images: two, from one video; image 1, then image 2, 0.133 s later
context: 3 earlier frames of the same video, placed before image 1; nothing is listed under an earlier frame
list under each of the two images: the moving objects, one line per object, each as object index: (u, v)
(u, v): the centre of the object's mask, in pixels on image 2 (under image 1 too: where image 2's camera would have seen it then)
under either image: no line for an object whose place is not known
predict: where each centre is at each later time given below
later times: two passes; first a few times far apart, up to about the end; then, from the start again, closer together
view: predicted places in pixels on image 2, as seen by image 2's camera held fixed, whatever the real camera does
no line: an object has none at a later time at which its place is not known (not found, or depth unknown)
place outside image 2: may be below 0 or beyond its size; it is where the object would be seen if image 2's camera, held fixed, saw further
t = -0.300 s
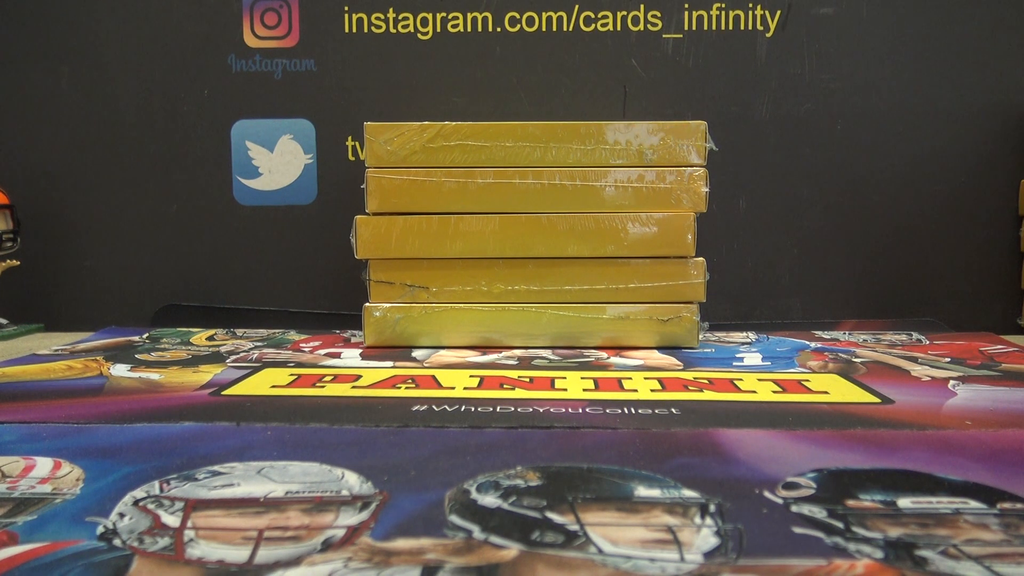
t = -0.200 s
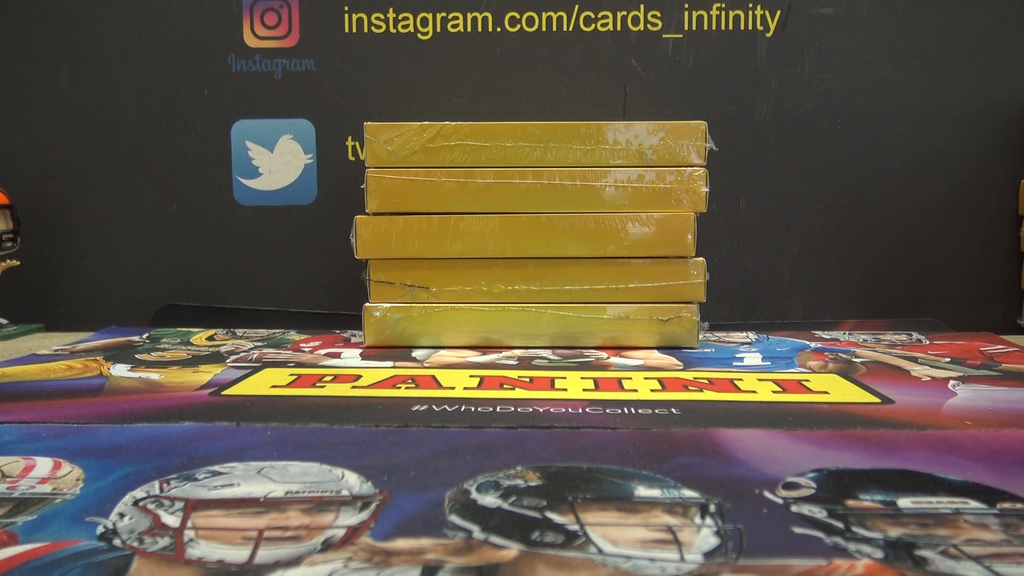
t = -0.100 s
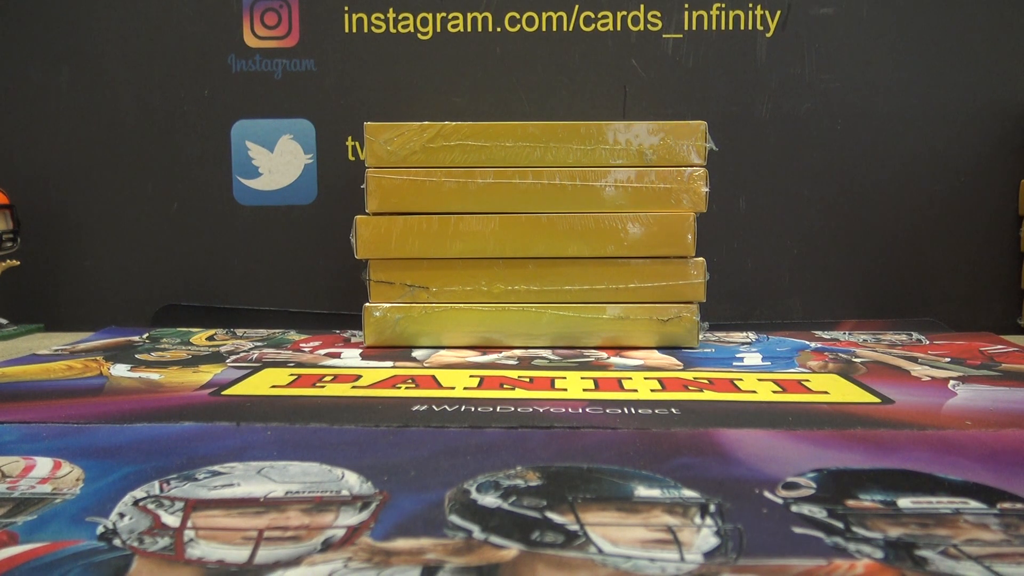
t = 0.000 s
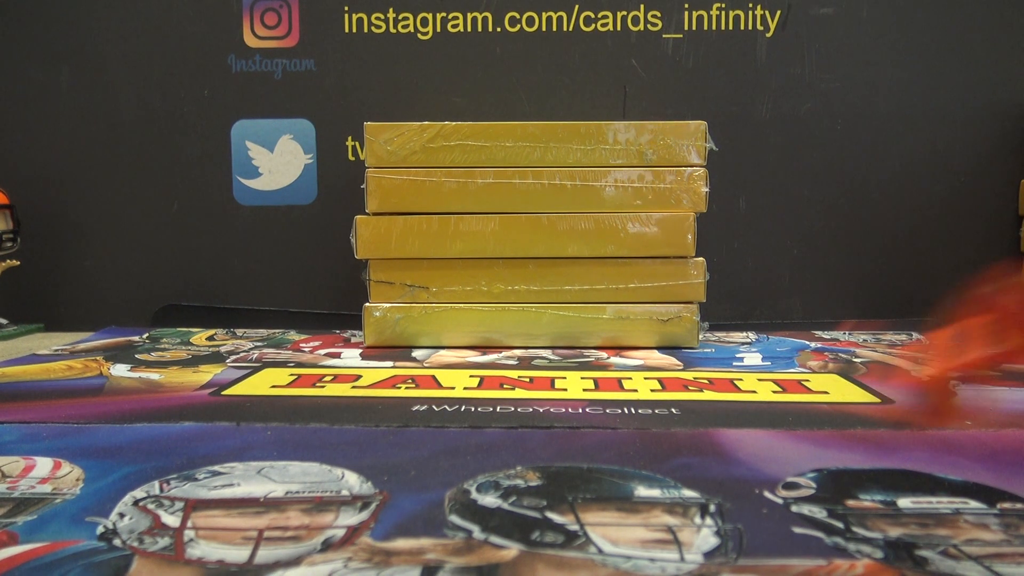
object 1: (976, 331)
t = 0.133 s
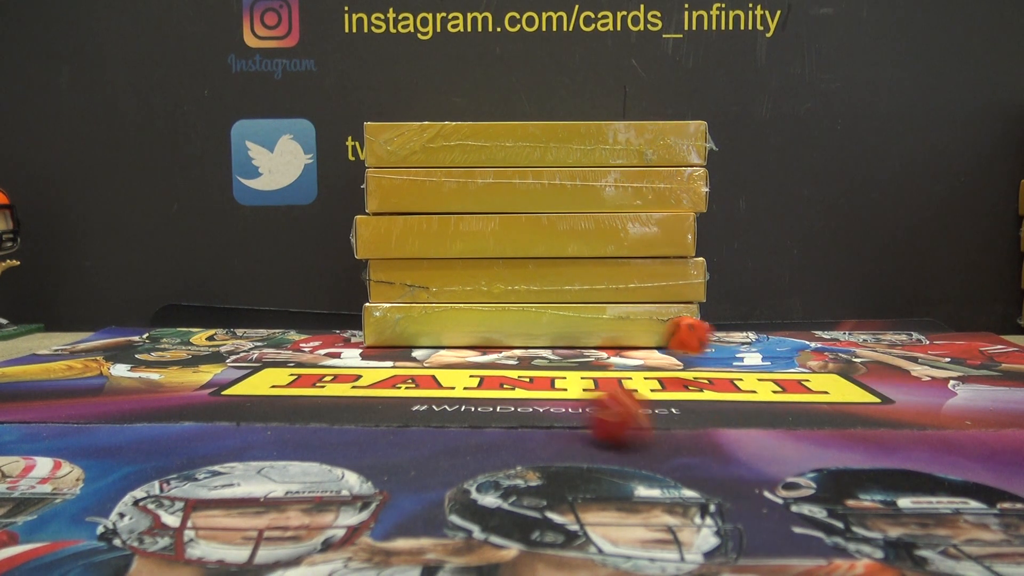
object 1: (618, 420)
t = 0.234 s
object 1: (451, 382)
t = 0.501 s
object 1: (242, 344)
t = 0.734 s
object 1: (185, 339)
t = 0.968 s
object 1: (182, 339)
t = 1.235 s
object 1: (182, 339)
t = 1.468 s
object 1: (182, 339)
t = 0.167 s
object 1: (554, 391)
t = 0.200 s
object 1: (501, 393)
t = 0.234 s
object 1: (451, 382)
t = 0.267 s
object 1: (406, 376)
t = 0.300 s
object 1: (366, 378)
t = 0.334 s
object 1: (336, 345)
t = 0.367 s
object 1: (313, 344)
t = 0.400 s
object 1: (285, 359)
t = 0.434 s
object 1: (267, 354)
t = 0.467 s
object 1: (252, 344)
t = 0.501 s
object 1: (242, 344)
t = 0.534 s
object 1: (234, 335)
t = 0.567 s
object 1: (228, 336)
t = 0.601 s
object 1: (220, 338)
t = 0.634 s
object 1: (208, 335)
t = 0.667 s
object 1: (199, 337)
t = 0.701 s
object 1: (191, 337)
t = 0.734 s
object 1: (185, 339)
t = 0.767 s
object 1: (182, 339)
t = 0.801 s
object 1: (182, 339)
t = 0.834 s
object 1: (182, 339)
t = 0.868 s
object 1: (182, 339)
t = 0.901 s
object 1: (182, 339)
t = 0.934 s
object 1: (182, 339)
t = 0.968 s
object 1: (182, 339)
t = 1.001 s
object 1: (182, 339)
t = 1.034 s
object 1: (182, 339)
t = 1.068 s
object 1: (182, 339)
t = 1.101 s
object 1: (182, 339)
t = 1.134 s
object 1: (182, 339)
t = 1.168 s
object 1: (182, 339)
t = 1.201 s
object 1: (182, 339)
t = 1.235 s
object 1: (182, 339)
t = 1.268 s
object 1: (182, 339)
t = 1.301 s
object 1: (182, 339)
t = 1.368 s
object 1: (182, 339)
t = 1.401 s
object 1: (182, 339)
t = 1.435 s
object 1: (182, 339)
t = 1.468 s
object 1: (182, 339)
